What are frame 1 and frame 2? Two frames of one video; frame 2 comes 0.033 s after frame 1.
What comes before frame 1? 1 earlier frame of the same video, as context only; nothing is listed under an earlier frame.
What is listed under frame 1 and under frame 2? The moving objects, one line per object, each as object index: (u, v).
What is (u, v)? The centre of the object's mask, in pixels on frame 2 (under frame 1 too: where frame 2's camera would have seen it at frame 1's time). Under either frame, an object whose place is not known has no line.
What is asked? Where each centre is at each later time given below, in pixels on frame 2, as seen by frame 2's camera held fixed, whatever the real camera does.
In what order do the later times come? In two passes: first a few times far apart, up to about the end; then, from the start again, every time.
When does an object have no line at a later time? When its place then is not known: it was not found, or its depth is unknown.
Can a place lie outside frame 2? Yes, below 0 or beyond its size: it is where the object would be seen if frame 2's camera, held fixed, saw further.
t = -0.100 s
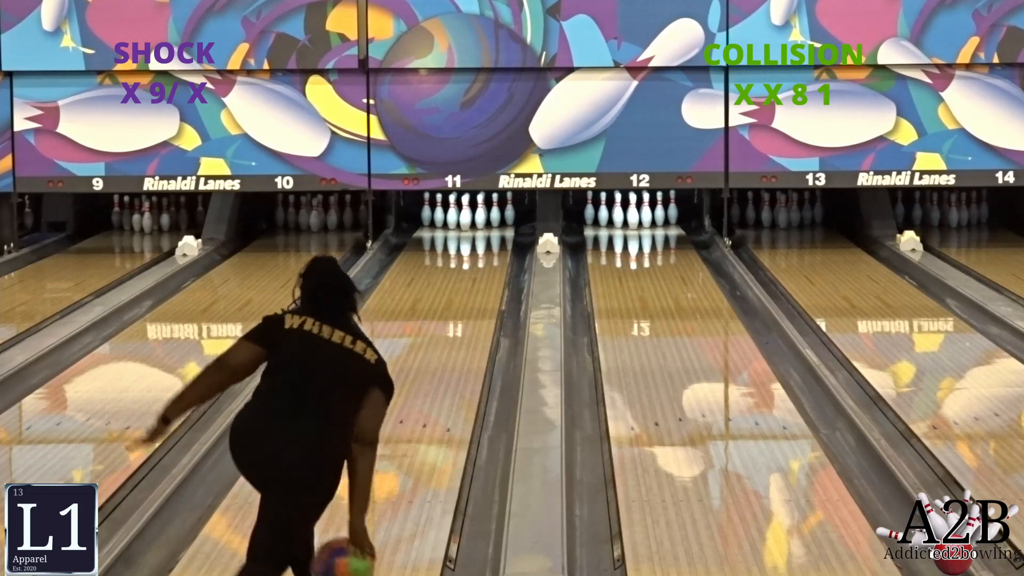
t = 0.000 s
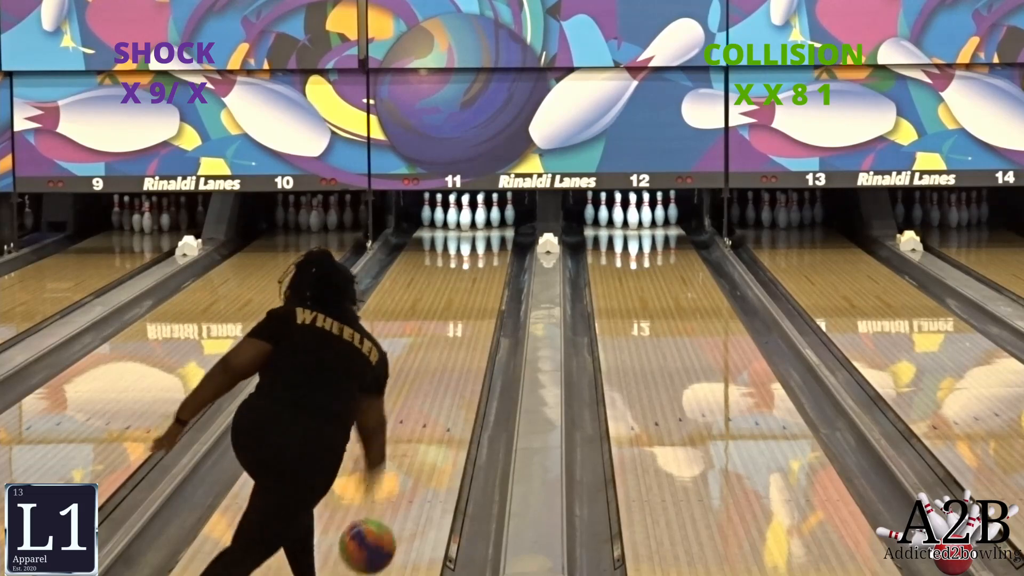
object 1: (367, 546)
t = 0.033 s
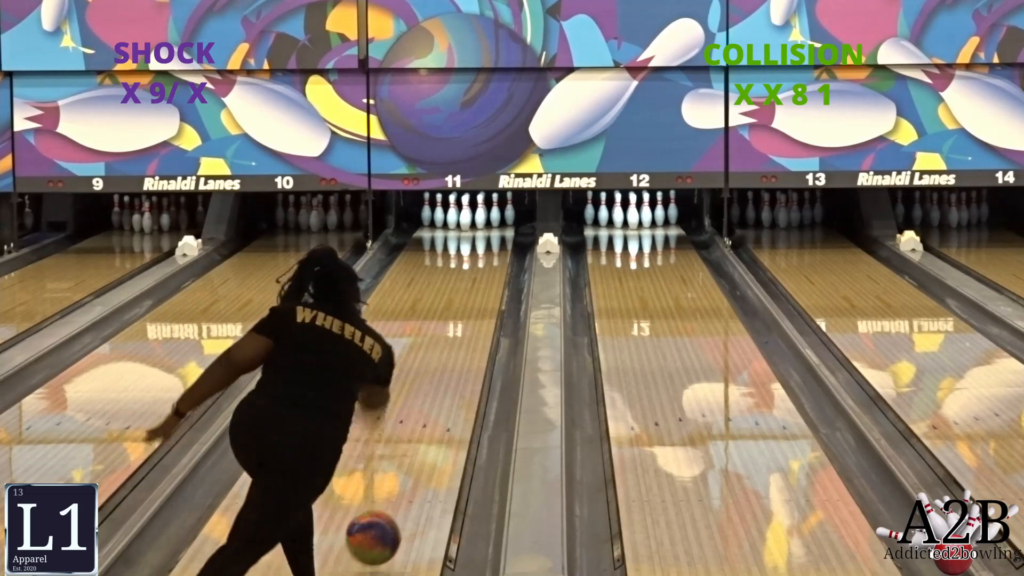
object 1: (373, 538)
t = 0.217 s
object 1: (400, 482)
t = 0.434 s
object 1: (423, 423)
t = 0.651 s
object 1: (440, 379)
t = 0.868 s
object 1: (453, 343)
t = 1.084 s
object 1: (464, 315)
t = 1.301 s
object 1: (471, 291)
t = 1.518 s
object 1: (478, 271)
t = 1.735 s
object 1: (481, 255)
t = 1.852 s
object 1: (484, 247)
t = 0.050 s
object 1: (376, 534)
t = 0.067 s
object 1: (378, 532)
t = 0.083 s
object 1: (381, 528)
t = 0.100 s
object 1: (384, 521)
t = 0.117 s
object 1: (386, 513)
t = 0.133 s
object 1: (389, 507)
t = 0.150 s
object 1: (391, 502)
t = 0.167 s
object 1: (393, 498)
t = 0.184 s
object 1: (395, 493)
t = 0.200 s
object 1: (397, 487)
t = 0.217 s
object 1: (400, 482)
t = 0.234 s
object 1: (402, 477)
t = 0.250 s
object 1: (404, 472)
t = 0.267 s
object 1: (406, 467)
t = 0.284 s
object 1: (408, 462)
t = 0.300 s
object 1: (410, 457)
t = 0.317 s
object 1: (411, 453)
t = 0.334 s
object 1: (413, 448)
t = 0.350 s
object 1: (415, 444)
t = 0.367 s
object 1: (416, 439)
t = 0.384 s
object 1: (418, 435)
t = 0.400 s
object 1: (420, 431)
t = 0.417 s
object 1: (421, 427)
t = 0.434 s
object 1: (423, 423)
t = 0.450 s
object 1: (424, 419)
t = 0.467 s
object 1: (426, 415)
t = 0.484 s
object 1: (427, 412)
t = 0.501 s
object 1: (429, 409)
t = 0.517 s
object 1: (430, 405)
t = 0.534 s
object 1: (431, 402)
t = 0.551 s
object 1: (433, 398)
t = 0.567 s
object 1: (434, 394)
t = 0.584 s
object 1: (435, 391)
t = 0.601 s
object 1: (436, 388)
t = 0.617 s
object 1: (438, 385)
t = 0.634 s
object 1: (439, 382)
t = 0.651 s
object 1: (440, 379)
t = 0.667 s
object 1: (441, 376)
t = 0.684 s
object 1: (442, 372)
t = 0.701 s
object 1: (444, 369)
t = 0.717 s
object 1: (445, 366)
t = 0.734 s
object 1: (445, 365)
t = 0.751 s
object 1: (447, 361)
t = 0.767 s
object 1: (448, 358)
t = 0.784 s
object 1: (449, 356)
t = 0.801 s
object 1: (450, 353)
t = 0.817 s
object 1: (451, 350)
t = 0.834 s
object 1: (451, 348)
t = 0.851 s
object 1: (452, 345)
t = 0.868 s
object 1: (453, 343)
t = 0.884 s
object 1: (454, 340)
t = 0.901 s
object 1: (455, 338)
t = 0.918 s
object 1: (456, 336)
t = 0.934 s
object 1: (457, 333)
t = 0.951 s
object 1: (458, 331)
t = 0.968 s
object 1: (458, 329)
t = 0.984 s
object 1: (459, 327)
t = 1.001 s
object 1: (460, 325)
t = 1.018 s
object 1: (461, 323)
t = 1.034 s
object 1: (461, 320)
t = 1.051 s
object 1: (462, 318)
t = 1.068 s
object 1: (463, 316)
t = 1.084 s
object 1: (464, 315)
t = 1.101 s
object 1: (464, 313)
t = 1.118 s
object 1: (465, 311)
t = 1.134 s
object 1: (466, 309)
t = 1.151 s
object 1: (467, 307)
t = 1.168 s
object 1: (468, 305)
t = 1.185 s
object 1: (468, 303)
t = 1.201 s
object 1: (469, 301)
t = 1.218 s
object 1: (470, 299)
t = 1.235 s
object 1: (469, 298)
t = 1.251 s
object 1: (470, 296)
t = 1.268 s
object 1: (470, 294)
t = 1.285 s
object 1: (471, 293)
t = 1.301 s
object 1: (471, 291)
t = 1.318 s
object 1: (472, 289)
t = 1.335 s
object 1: (473, 287)
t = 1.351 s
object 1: (473, 285)
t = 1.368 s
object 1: (474, 284)
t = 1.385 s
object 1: (474, 283)
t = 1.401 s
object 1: (475, 281)
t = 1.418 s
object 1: (475, 280)
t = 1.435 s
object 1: (476, 278)
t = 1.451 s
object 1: (477, 277)
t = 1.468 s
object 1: (477, 275)
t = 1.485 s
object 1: (477, 274)
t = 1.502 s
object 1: (477, 273)
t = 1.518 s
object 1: (478, 271)
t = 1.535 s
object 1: (478, 270)
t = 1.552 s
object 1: (479, 268)
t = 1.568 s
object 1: (479, 267)
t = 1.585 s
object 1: (479, 265)
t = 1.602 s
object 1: (480, 264)
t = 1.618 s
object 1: (479, 263)
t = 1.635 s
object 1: (481, 262)
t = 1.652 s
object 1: (481, 260)
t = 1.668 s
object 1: (481, 259)
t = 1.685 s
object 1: (481, 258)
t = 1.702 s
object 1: (481, 257)
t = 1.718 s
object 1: (481, 256)
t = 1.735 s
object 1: (481, 255)
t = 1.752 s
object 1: (482, 254)
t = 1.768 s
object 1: (482, 252)
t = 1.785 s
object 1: (482, 251)
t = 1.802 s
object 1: (482, 250)
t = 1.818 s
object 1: (482, 250)
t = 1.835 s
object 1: (484, 248)
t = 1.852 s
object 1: (484, 247)
